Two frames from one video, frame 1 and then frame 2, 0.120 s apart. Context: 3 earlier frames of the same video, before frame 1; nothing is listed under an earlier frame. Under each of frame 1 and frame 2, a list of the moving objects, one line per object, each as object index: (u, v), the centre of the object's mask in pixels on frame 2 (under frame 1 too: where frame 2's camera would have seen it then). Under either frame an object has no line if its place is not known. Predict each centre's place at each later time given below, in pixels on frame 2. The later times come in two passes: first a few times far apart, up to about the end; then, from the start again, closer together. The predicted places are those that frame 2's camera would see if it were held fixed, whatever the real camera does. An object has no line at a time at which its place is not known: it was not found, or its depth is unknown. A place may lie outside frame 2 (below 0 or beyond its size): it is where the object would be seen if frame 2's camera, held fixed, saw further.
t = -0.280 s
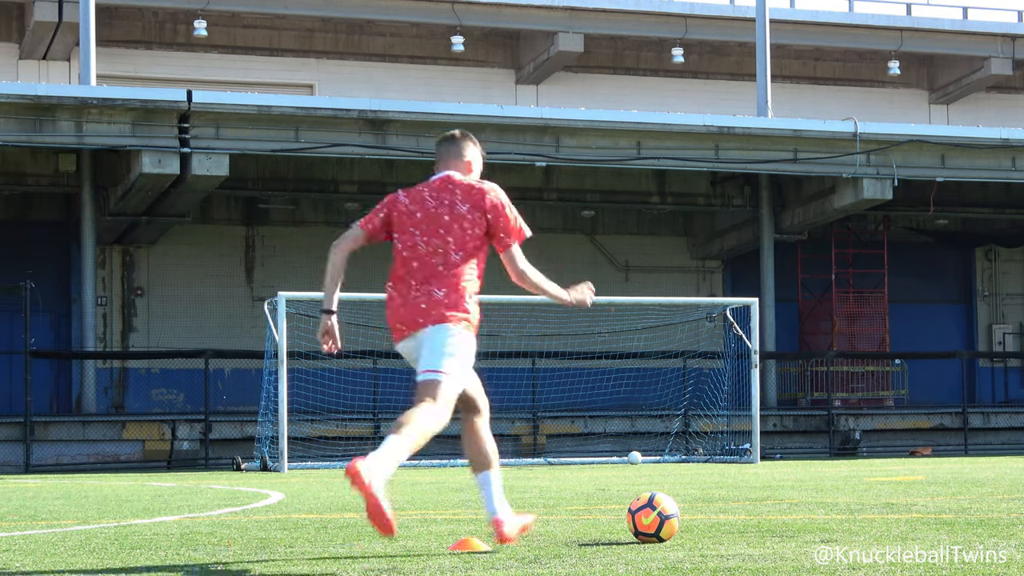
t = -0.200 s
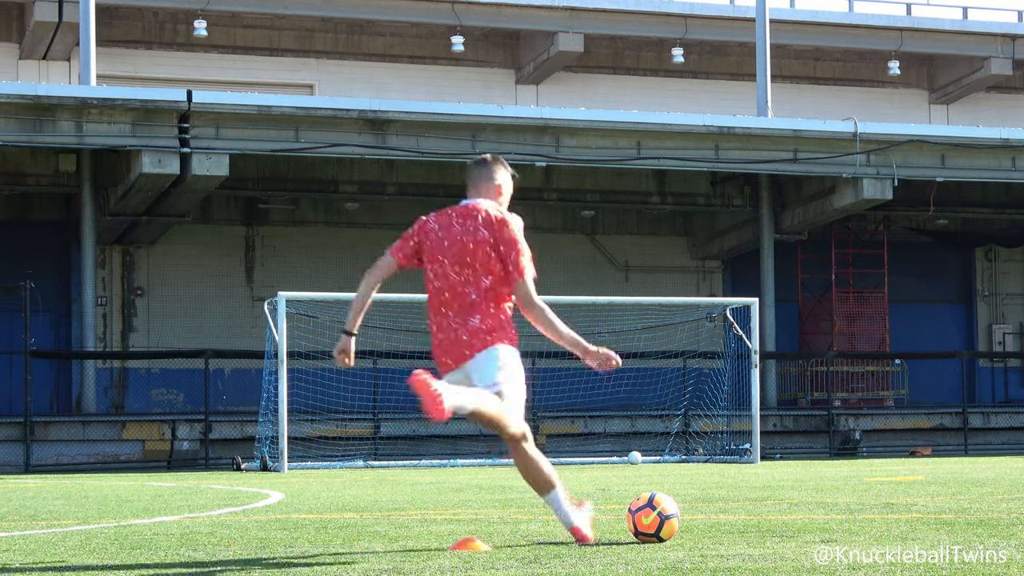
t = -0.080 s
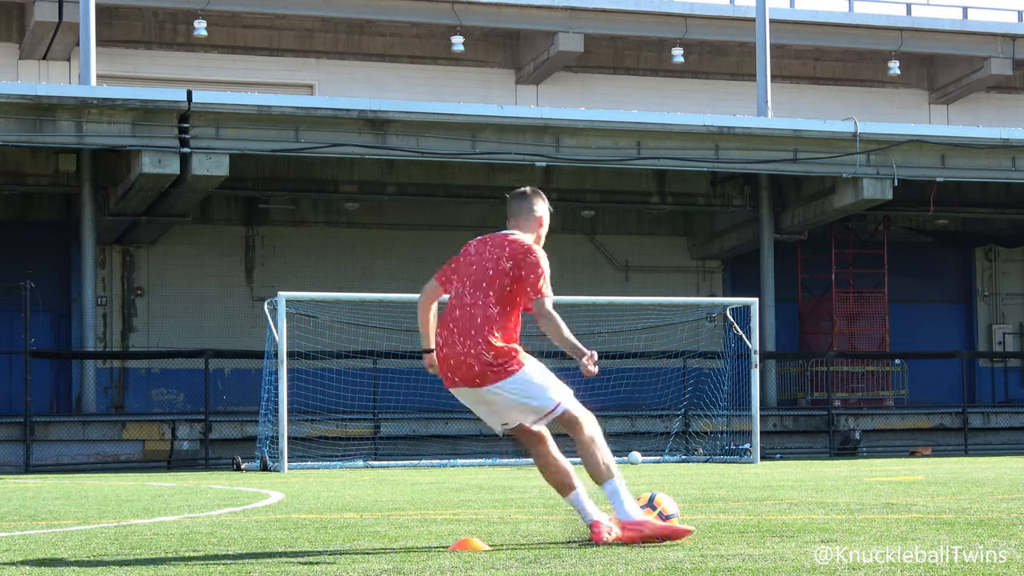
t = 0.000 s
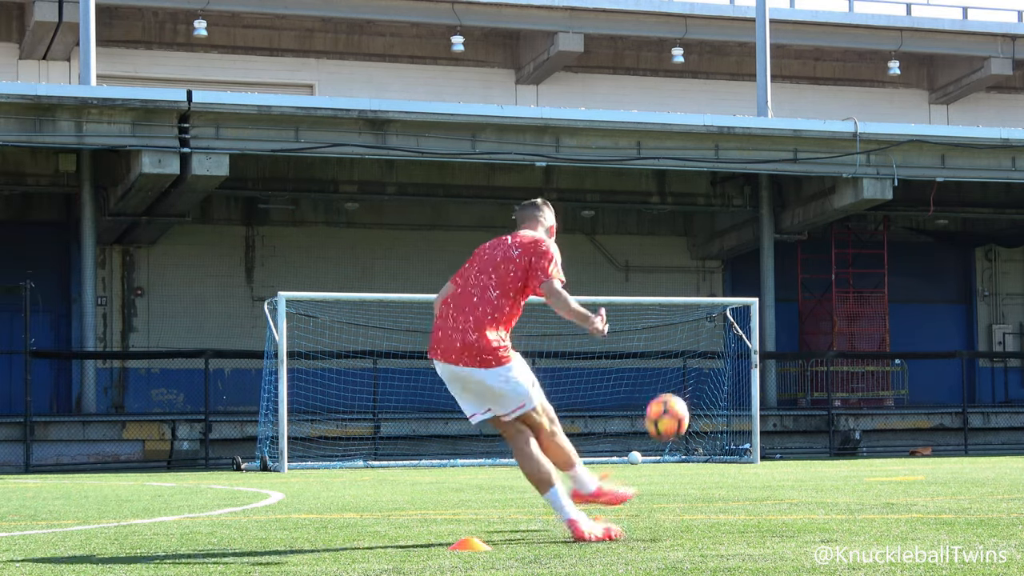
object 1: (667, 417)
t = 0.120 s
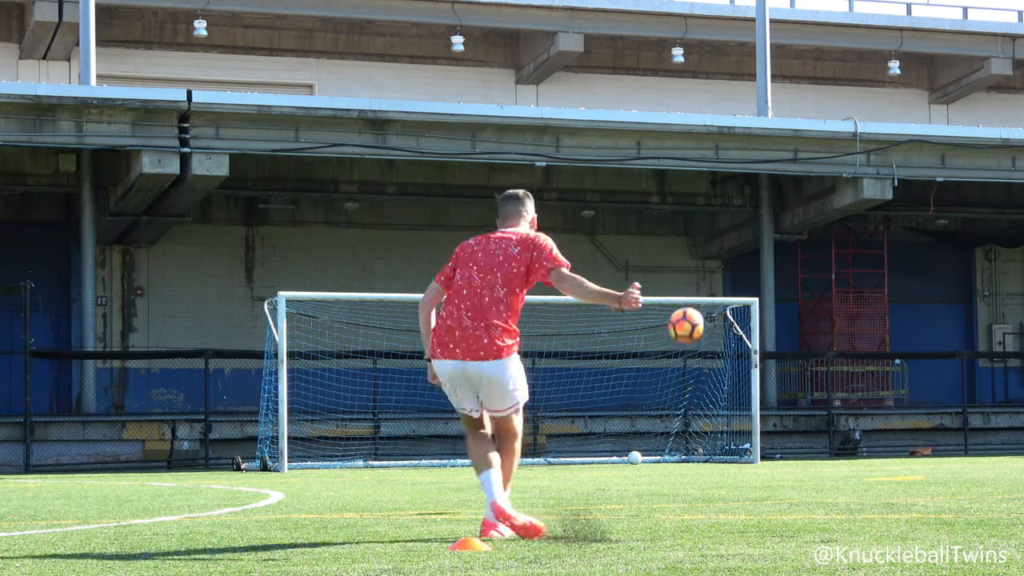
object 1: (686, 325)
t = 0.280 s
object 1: (712, 287)
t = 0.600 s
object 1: (758, 329)
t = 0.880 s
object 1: (798, 413)
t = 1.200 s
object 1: (827, 415)
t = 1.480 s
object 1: (843, 406)
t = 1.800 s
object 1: (898, 443)
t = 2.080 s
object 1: (936, 429)
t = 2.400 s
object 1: (973, 444)
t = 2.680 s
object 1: (1014, 439)
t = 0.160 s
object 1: (693, 309)
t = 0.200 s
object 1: (700, 297)
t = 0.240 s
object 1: (706, 290)
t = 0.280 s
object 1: (712, 287)
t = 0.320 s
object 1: (718, 286)
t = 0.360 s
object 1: (724, 287)
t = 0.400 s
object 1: (730, 291)
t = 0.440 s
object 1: (736, 297)
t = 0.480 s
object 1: (741, 304)
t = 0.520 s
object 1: (745, 312)
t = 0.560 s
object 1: (752, 320)
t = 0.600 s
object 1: (758, 329)
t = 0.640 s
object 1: (764, 339)
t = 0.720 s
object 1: (776, 361)
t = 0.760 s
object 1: (782, 373)
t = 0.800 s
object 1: (787, 386)
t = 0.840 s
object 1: (793, 399)
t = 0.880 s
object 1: (798, 413)
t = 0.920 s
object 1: (803, 427)
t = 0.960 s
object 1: (808, 441)
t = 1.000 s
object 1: (813, 455)
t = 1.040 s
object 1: (816, 448)
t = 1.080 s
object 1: (819, 437)
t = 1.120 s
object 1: (821, 428)
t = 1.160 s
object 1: (824, 421)
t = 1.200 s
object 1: (827, 415)
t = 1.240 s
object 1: (829, 410)
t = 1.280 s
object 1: (832, 407)
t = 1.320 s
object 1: (834, 404)
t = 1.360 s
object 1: (837, 403)
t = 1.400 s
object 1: (839, 403)
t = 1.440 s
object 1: (841, 404)
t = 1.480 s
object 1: (843, 406)
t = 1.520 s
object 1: (846, 409)
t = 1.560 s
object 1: (848, 414)
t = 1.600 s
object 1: (851, 417)
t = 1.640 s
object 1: (861, 420)
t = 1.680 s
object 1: (869, 425)
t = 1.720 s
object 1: (879, 431)
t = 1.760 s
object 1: (888, 436)
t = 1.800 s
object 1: (898, 443)
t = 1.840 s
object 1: (907, 450)
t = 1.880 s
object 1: (912, 445)
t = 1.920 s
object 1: (917, 441)
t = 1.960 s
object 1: (921, 436)
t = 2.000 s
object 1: (926, 432)
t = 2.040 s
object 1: (931, 430)
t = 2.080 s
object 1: (936, 429)
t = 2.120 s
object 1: (940, 427)
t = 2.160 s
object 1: (945, 427)
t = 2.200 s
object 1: (950, 428)
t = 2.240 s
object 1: (954, 429)
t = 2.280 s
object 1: (959, 432)
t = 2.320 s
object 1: (964, 435)
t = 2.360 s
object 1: (969, 439)
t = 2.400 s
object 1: (973, 444)
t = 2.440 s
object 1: (979, 450)
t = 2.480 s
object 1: (984, 448)
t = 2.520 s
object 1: (991, 444)
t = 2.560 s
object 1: (996, 442)
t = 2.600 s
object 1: (1002, 440)
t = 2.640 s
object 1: (1008, 439)
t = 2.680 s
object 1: (1014, 439)
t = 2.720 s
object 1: (1019, 439)
